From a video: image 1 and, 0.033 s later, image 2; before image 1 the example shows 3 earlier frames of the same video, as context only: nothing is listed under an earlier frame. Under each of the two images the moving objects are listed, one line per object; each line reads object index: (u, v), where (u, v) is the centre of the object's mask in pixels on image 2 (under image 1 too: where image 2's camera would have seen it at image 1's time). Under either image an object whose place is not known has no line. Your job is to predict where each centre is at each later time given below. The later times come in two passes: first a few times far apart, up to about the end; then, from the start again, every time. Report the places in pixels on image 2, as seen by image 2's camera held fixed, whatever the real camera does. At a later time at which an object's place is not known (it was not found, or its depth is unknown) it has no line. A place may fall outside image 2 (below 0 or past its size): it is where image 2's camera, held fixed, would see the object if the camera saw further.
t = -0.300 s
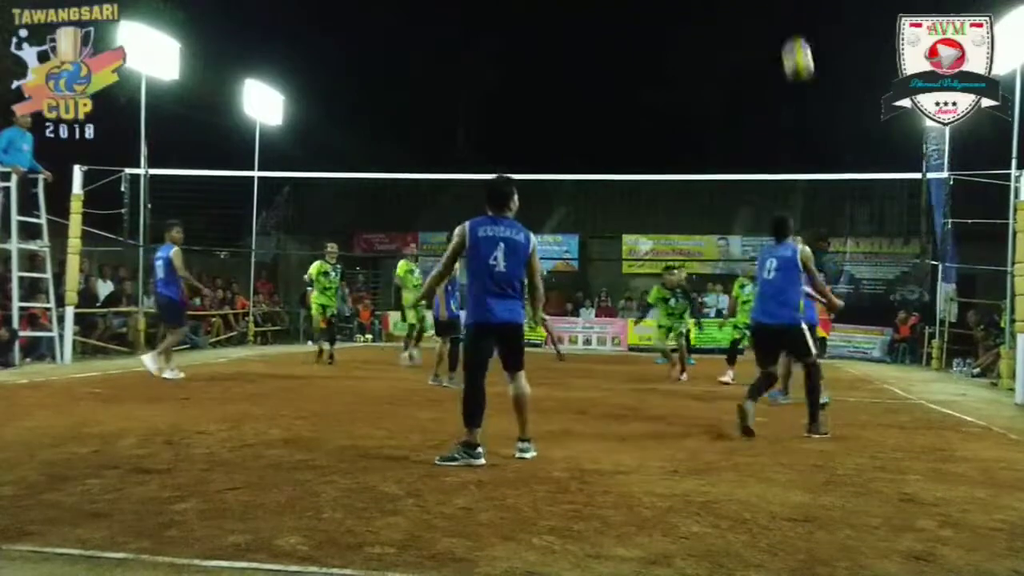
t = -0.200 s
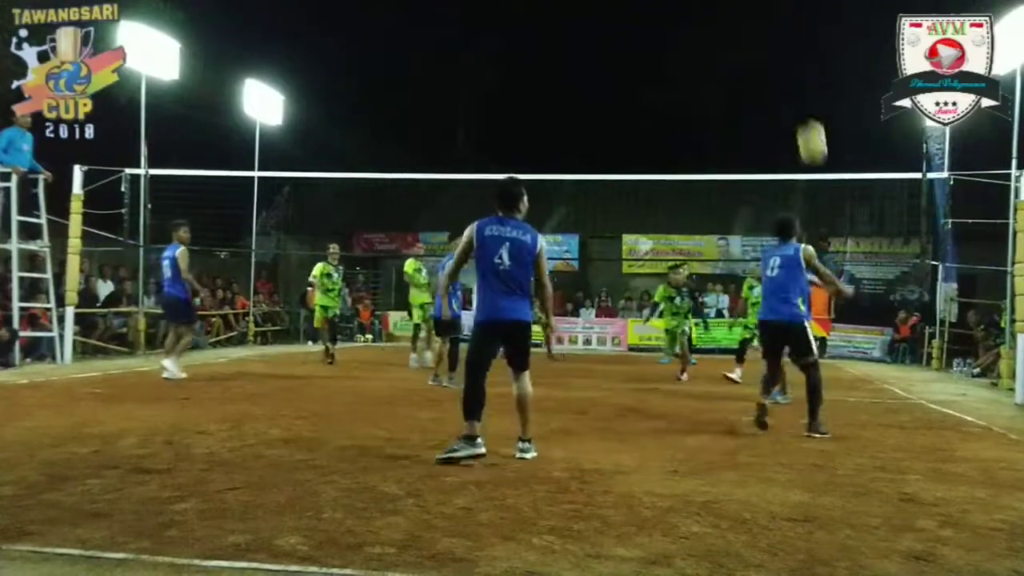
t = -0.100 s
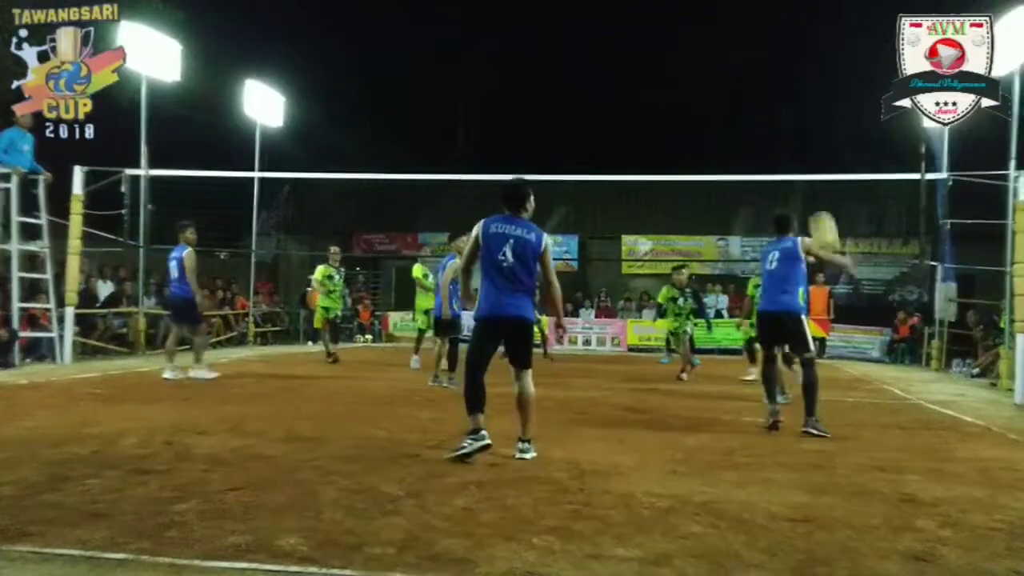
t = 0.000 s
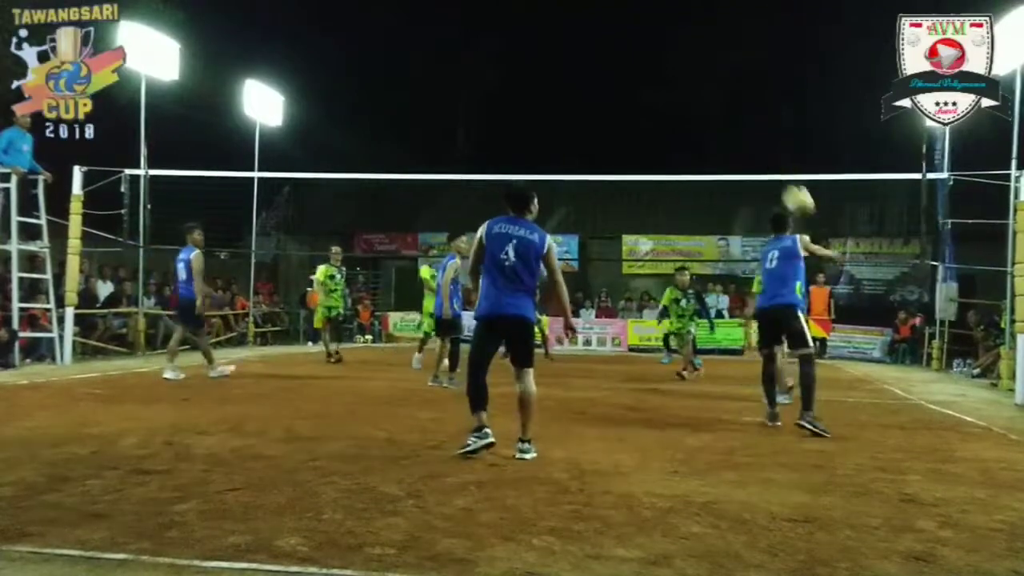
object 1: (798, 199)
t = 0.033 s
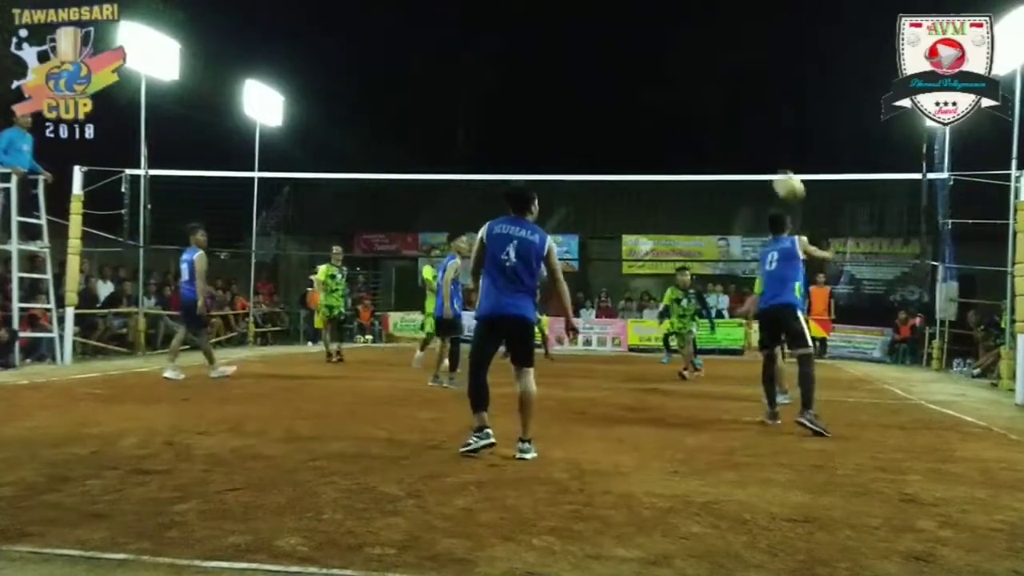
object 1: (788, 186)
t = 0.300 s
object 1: (722, 126)
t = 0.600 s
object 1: (665, 148)
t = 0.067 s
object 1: (779, 174)
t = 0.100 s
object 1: (770, 162)
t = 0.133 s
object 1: (761, 153)
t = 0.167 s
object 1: (752, 145)
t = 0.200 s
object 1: (745, 139)
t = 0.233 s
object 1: (737, 133)
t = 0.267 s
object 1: (729, 129)
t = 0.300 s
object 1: (722, 126)
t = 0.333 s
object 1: (715, 124)
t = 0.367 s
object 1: (708, 124)
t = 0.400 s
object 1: (702, 124)
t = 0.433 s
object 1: (695, 126)
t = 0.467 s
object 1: (689, 128)
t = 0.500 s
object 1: (683, 132)
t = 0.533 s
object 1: (677, 136)
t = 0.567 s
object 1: (671, 142)
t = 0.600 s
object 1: (665, 148)
